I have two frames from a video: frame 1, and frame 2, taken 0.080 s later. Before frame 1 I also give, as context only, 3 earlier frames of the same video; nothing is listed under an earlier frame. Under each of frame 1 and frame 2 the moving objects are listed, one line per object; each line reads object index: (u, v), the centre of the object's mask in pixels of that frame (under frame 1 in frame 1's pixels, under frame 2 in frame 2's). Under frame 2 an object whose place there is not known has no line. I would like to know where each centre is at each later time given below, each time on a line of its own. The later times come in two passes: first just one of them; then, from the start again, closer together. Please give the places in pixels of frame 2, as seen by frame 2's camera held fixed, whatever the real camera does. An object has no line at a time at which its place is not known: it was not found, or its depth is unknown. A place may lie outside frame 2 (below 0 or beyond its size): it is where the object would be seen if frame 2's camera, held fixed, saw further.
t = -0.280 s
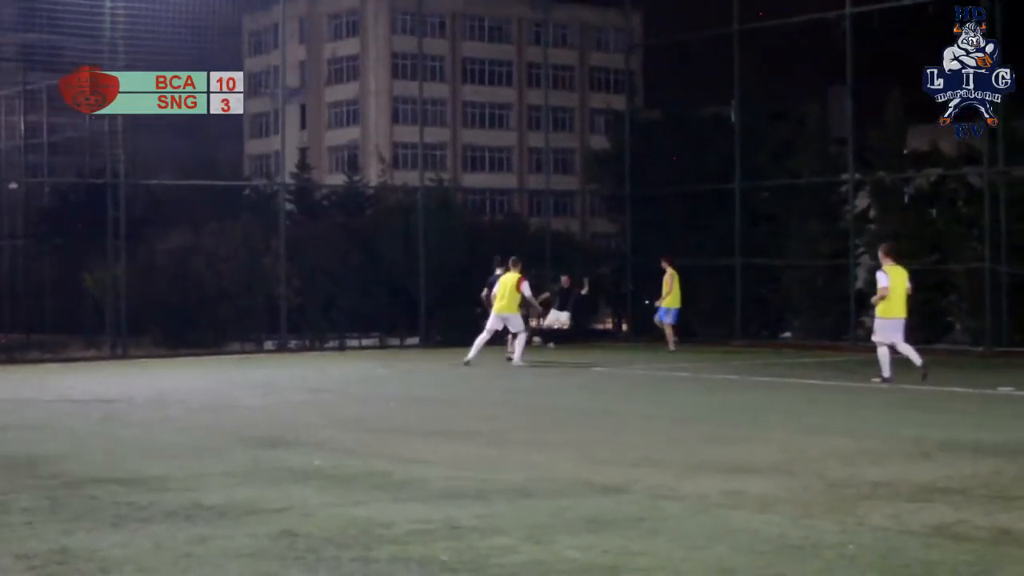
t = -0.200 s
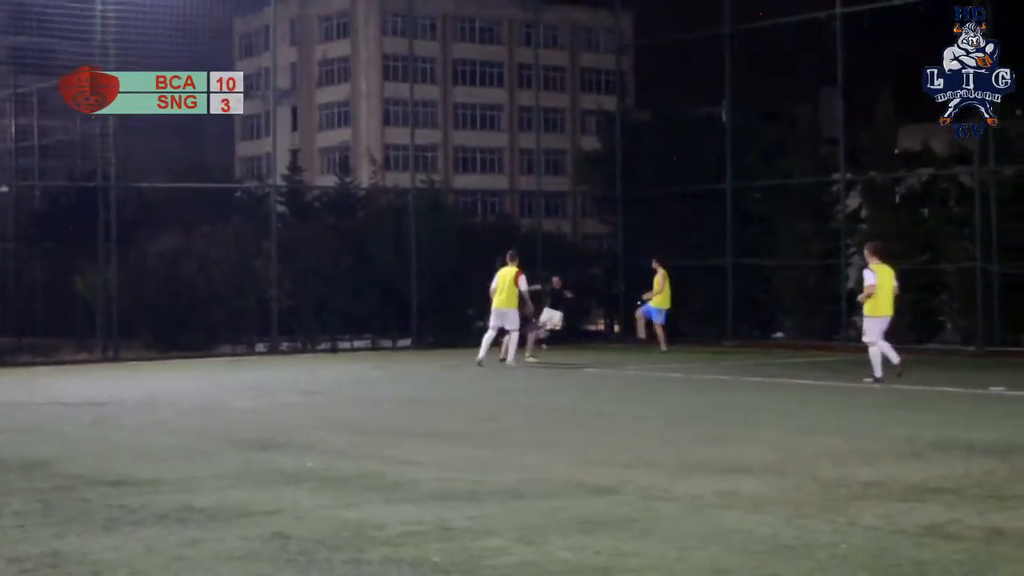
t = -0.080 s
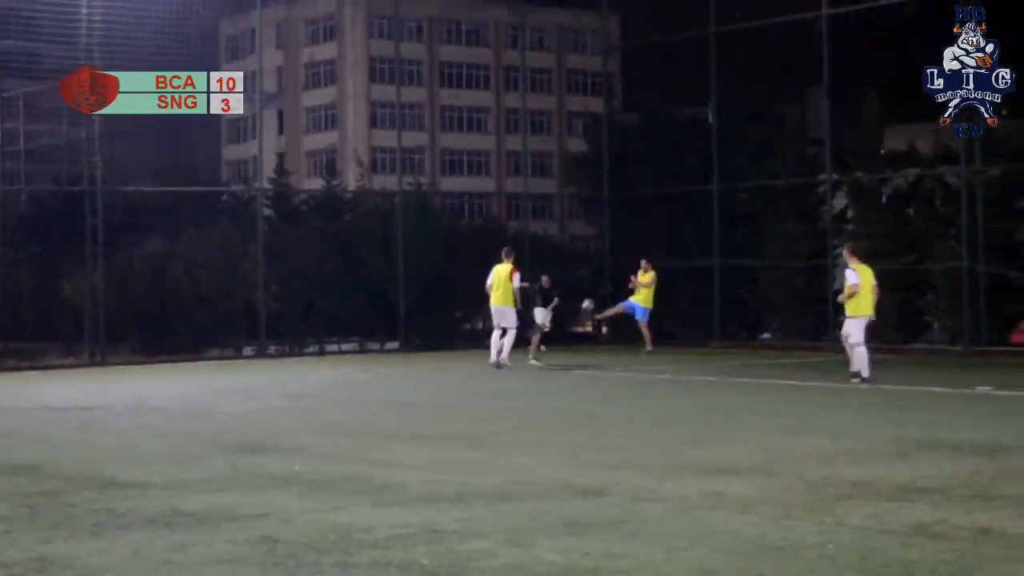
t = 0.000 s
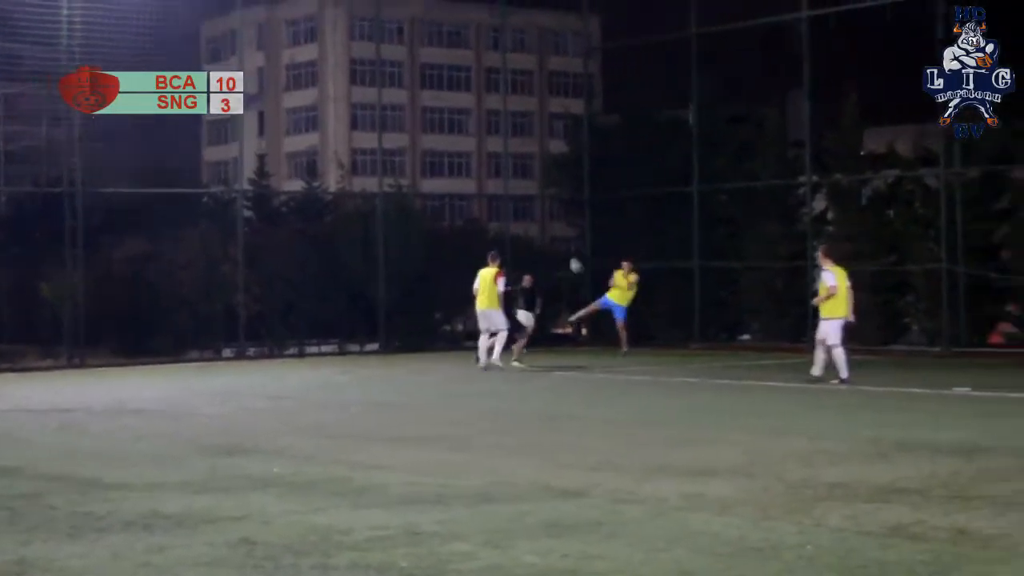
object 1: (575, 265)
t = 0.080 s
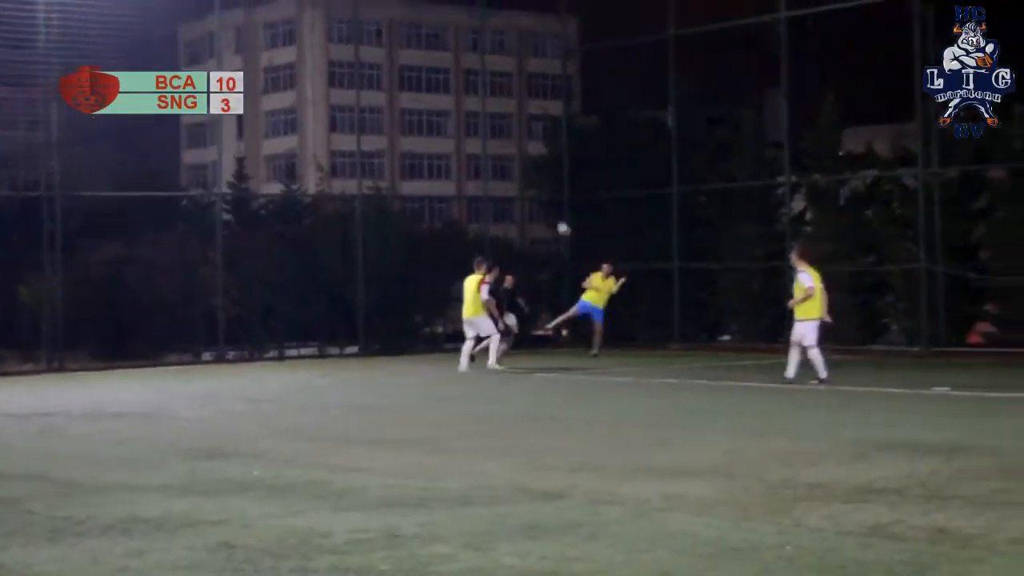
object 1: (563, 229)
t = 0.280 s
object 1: (576, 149)
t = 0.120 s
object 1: (564, 210)
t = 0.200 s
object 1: (570, 178)
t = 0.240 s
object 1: (574, 163)
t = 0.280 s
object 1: (576, 149)
